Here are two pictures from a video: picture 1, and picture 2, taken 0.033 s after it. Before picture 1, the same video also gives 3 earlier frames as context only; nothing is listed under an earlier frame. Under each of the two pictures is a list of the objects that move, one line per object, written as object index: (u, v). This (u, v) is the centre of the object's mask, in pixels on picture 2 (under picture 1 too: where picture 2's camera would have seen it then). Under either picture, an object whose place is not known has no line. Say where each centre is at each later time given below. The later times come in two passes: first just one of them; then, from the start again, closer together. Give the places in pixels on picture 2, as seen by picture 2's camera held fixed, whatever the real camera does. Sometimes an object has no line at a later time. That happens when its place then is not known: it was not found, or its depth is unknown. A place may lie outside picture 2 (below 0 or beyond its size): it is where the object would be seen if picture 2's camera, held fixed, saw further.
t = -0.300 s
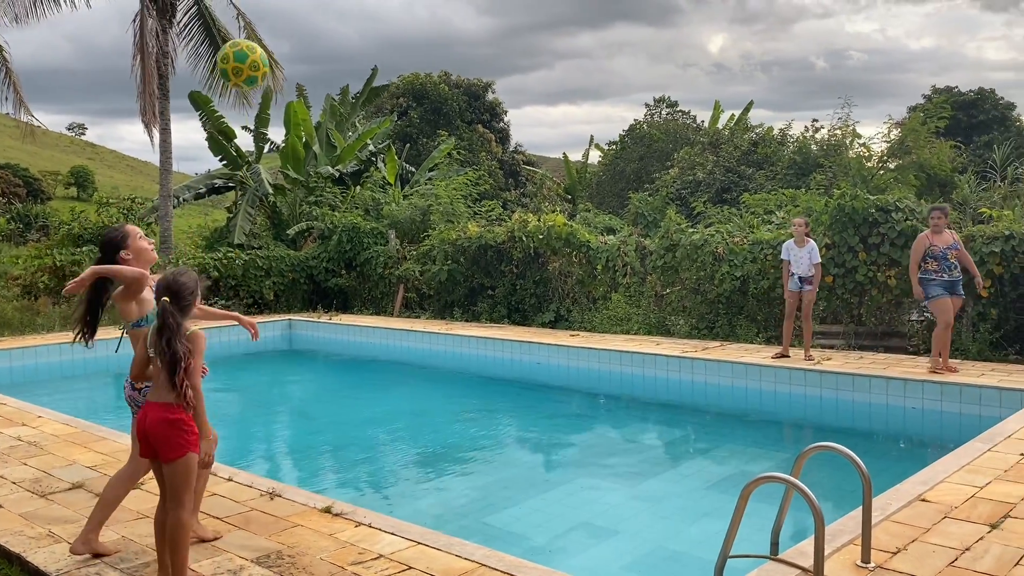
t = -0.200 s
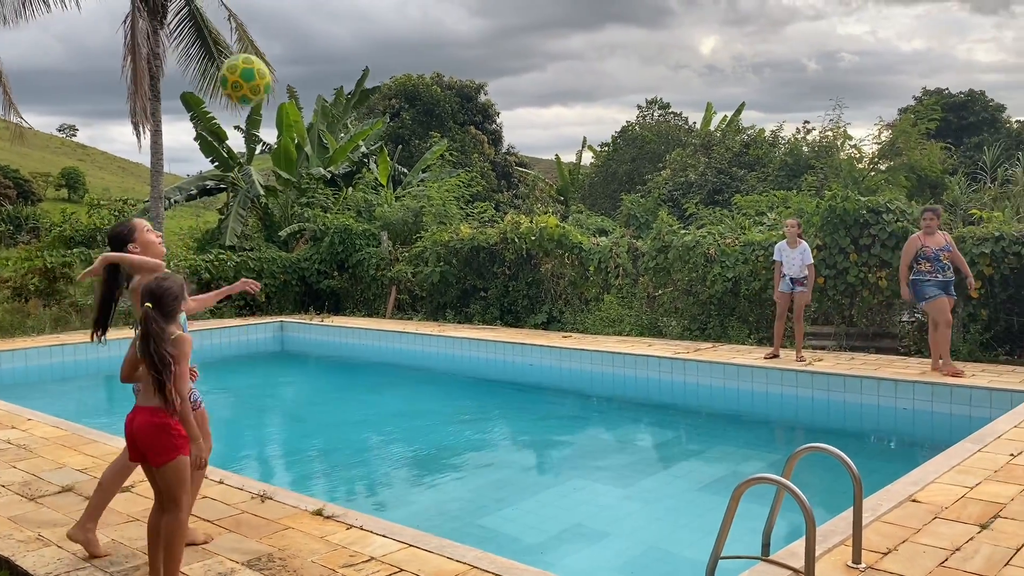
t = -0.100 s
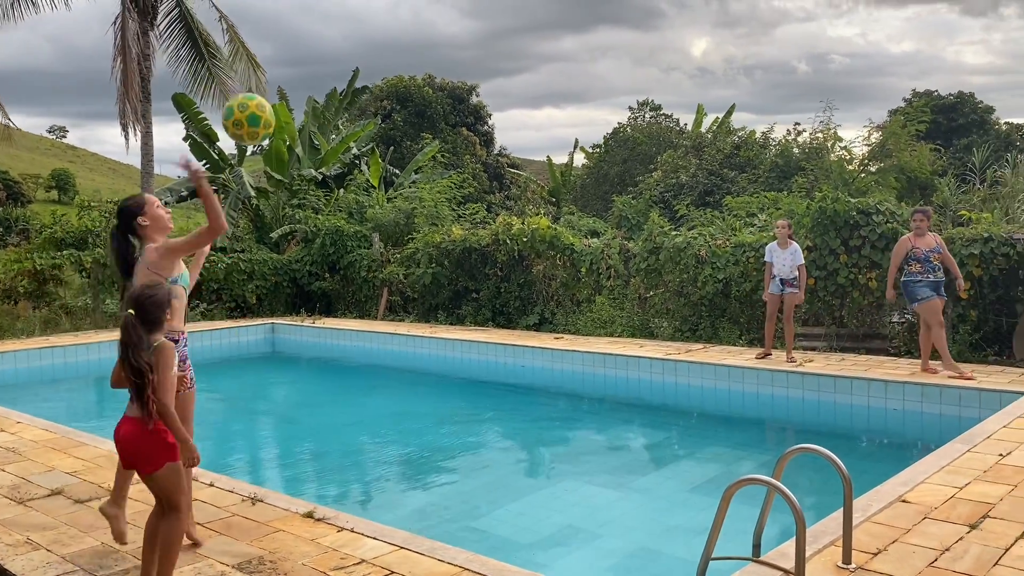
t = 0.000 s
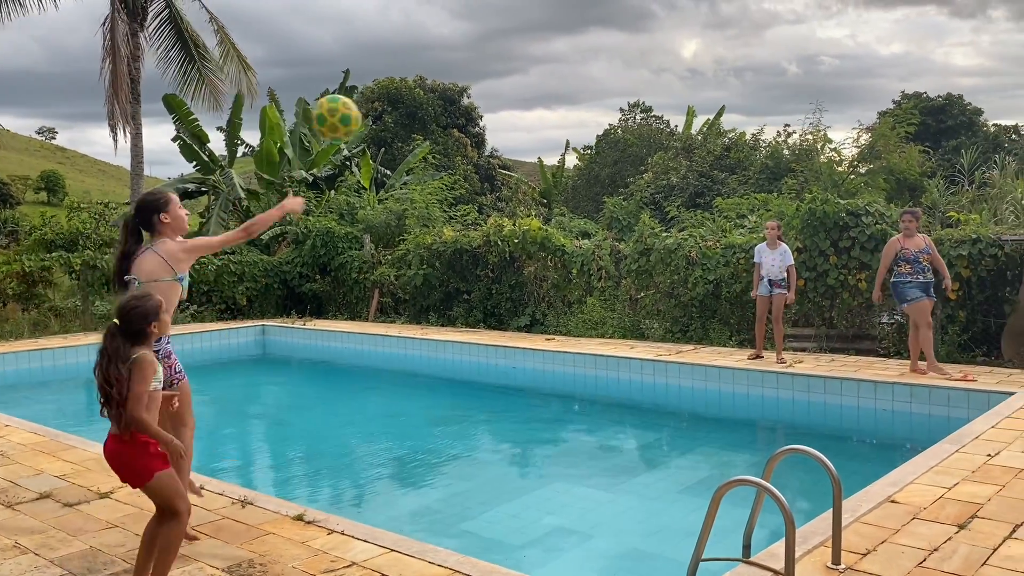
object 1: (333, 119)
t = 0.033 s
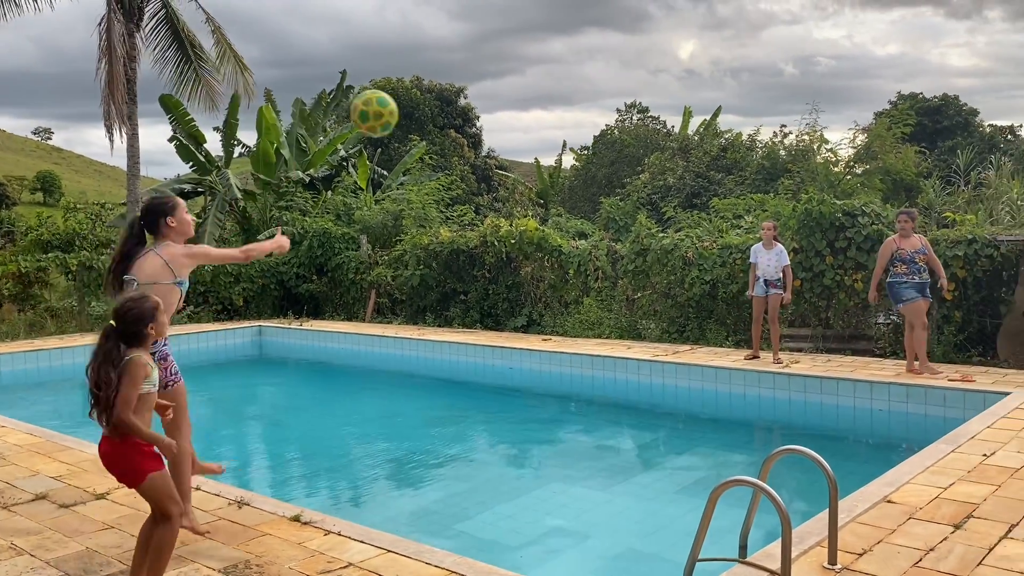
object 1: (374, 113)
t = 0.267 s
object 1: (594, 123)
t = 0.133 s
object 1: (481, 105)
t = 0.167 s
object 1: (512, 108)
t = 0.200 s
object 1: (541, 112)
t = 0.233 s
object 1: (569, 117)
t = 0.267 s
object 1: (594, 123)
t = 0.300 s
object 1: (619, 129)
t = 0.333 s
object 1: (642, 138)
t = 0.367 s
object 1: (665, 149)
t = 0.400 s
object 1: (687, 160)
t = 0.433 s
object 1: (708, 172)
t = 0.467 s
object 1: (729, 183)
